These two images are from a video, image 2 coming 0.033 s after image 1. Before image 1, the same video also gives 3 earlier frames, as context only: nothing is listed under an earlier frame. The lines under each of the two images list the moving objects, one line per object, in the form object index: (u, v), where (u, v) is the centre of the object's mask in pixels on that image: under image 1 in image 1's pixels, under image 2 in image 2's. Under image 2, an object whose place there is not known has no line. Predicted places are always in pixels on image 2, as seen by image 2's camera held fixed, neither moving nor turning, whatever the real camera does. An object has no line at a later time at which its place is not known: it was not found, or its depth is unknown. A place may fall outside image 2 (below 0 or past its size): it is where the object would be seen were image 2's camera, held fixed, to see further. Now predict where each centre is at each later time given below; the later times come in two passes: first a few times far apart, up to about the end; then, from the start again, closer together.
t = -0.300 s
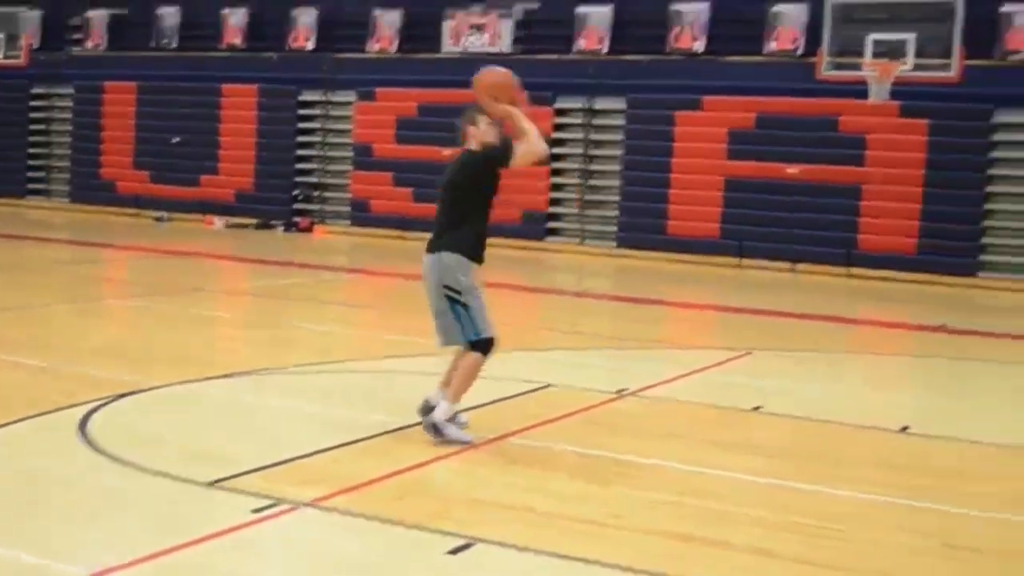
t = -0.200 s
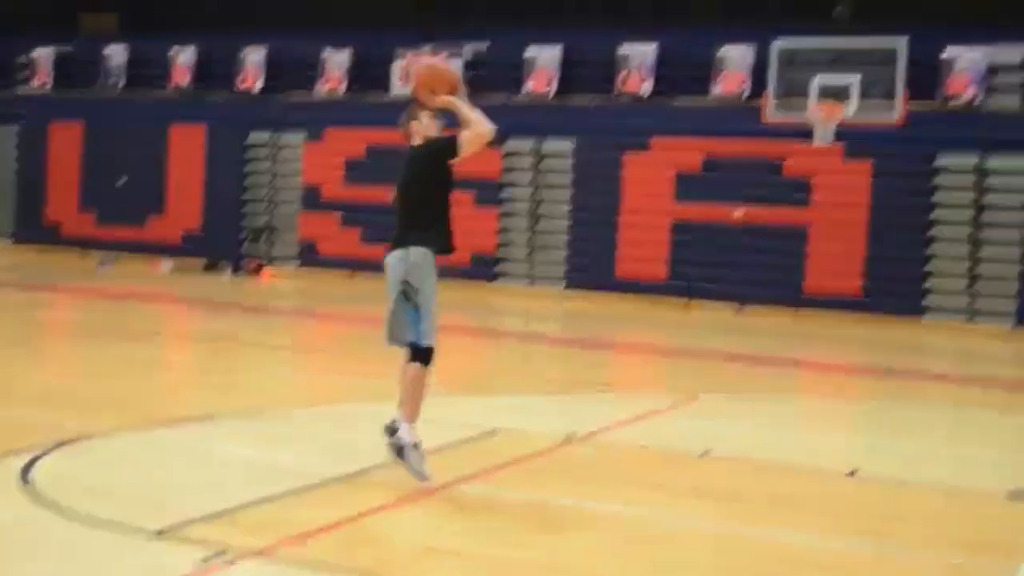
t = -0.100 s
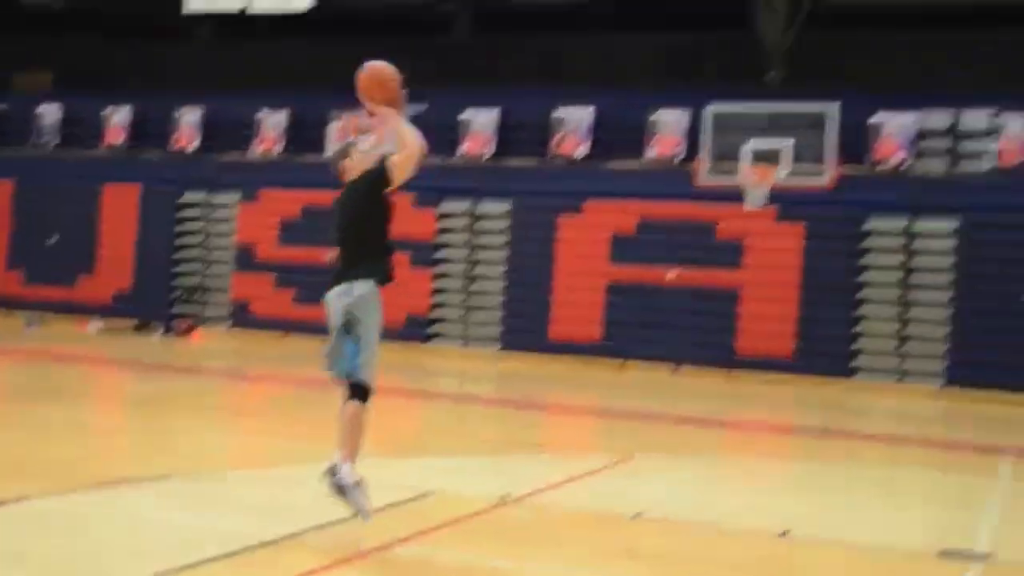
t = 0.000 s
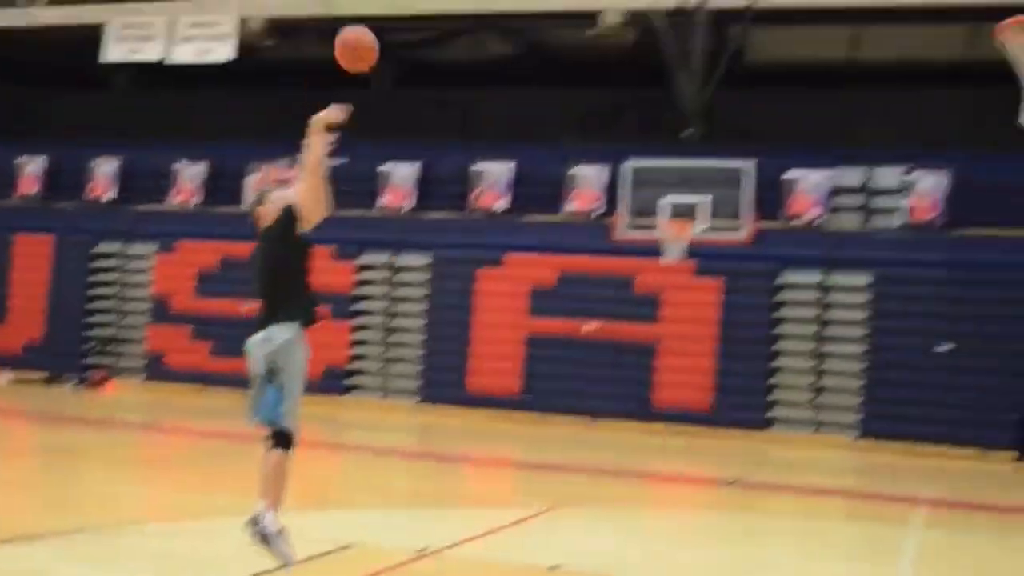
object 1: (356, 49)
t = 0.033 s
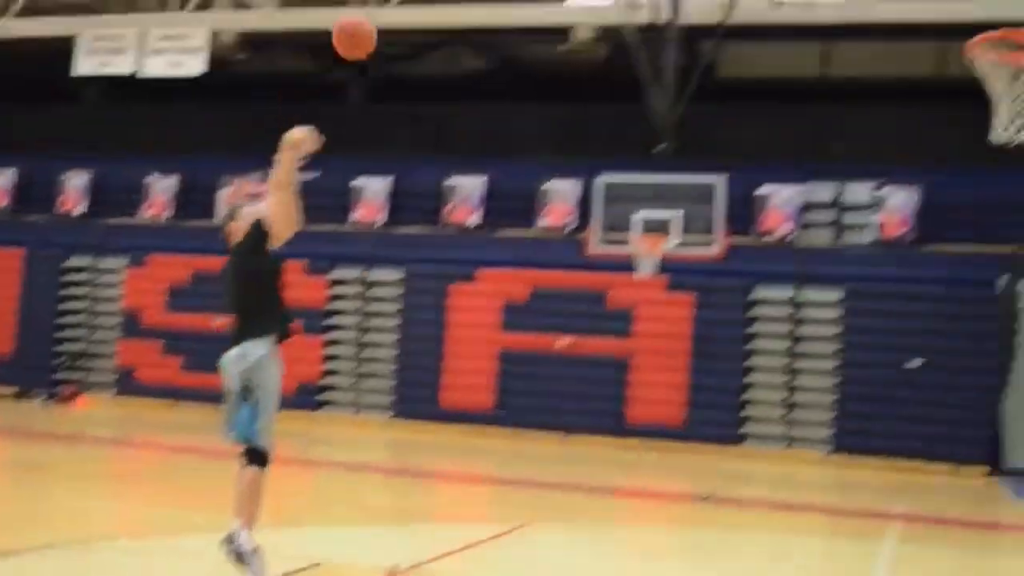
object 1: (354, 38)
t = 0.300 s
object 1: (560, -101)
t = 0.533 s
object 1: (741, -137)
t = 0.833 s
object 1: (994, -12)
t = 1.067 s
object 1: (1047, 189)
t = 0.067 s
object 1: (379, 11)
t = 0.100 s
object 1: (405, -12)
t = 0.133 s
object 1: (431, -29)
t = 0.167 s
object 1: (455, -46)
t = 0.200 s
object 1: (482, -62)
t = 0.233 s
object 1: (505, -76)
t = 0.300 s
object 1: (560, -101)
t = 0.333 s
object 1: (585, -111)
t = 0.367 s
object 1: (610, -123)
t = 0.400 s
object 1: (637, -129)
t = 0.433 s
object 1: (663, -135)
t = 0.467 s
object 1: (688, -140)
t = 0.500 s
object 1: (714, -139)
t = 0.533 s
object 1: (741, -137)
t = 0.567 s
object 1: (768, -134)
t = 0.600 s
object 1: (796, -127)
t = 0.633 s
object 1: (823, -120)
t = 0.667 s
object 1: (850, -108)
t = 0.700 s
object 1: (880, -89)
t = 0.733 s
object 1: (905, -73)
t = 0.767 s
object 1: (936, -57)
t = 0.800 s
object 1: (965, -35)
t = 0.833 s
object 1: (994, -12)
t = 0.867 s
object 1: (1021, 9)
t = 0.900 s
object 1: (1050, 55)
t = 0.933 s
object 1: (1061, 75)
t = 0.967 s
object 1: (1058, 106)
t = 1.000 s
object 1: (1053, 140)
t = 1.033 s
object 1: (1051, 159)
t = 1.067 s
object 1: (1047, 189)
